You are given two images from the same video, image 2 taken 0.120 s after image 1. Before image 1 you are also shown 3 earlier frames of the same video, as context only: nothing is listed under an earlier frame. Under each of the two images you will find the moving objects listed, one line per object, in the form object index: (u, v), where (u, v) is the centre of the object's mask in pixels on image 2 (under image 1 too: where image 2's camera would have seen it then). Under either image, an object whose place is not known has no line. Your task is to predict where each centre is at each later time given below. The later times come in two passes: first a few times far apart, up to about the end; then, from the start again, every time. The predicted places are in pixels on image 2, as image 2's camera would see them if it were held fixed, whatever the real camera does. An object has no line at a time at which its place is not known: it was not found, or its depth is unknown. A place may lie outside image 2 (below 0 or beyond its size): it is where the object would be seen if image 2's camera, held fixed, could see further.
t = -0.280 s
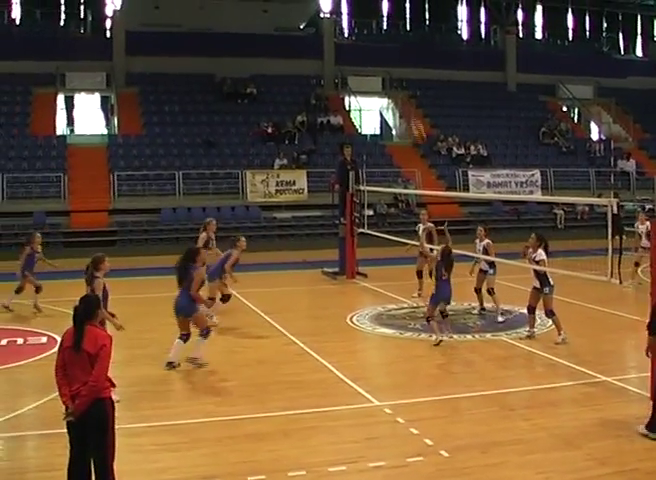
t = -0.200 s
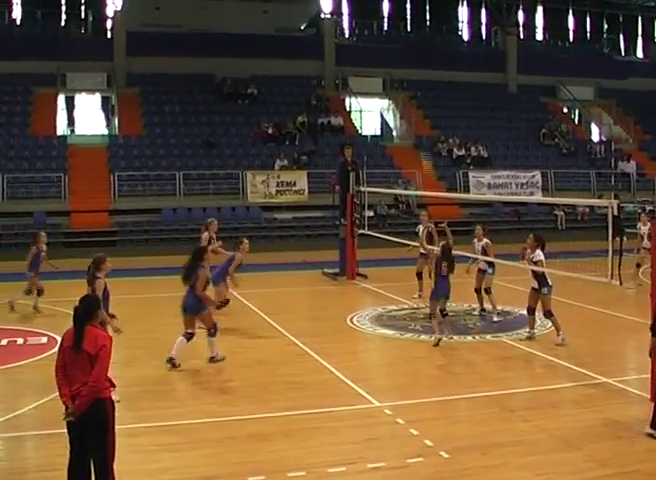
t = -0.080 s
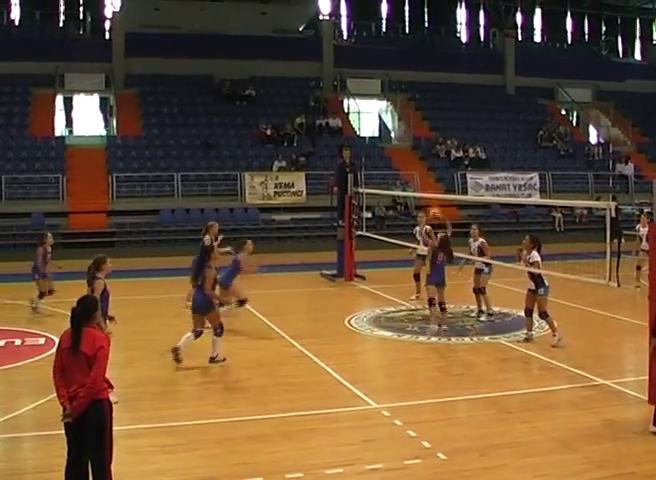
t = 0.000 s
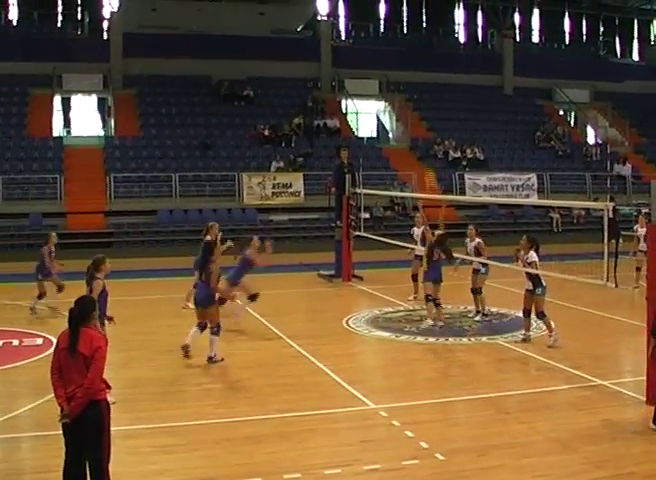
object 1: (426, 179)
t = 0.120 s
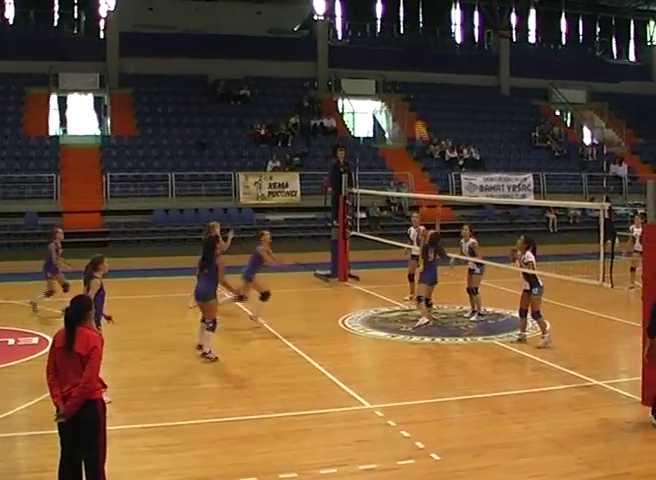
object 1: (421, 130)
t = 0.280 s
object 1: (413, 86)
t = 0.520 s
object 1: (401, 49)
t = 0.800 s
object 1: (391, 60)
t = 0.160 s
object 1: (419, 117)
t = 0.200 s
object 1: (417, 106)
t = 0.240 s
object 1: (415, 95)
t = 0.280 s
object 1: (413, 86)
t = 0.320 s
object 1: (411, 77)
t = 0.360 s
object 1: (409, 70)
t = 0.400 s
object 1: (408, 64)
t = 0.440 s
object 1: (406, 58)
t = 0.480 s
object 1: (403, 51)
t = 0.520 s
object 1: (401, 49)
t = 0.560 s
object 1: (400, 48)
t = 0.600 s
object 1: (398, 47)
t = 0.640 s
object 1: (397, 48)
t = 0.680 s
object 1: (396, 50)
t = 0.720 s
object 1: (394, 52)
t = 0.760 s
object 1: (393, 56)
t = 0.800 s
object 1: (391, 60)
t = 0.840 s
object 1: (390, 65)
